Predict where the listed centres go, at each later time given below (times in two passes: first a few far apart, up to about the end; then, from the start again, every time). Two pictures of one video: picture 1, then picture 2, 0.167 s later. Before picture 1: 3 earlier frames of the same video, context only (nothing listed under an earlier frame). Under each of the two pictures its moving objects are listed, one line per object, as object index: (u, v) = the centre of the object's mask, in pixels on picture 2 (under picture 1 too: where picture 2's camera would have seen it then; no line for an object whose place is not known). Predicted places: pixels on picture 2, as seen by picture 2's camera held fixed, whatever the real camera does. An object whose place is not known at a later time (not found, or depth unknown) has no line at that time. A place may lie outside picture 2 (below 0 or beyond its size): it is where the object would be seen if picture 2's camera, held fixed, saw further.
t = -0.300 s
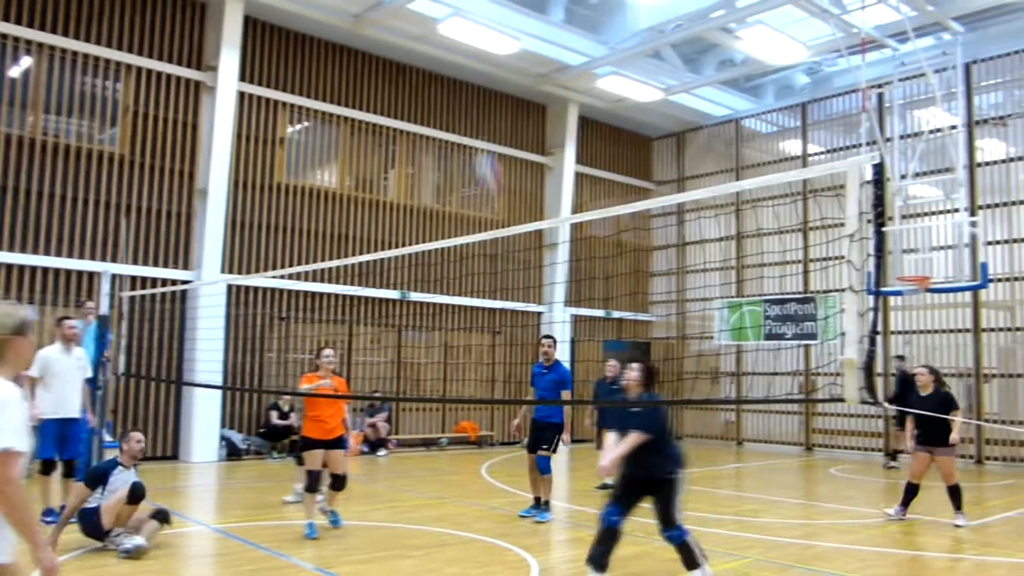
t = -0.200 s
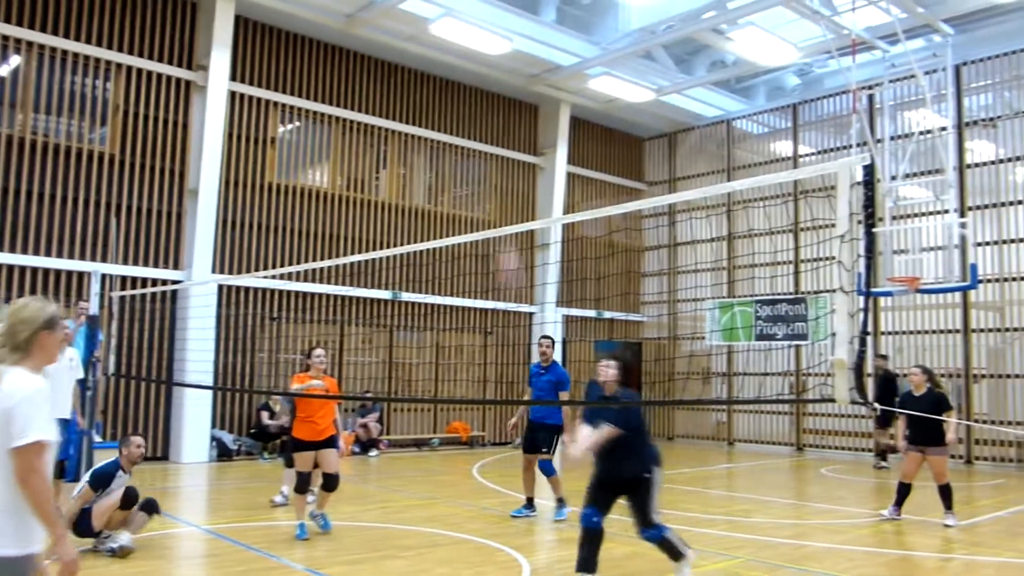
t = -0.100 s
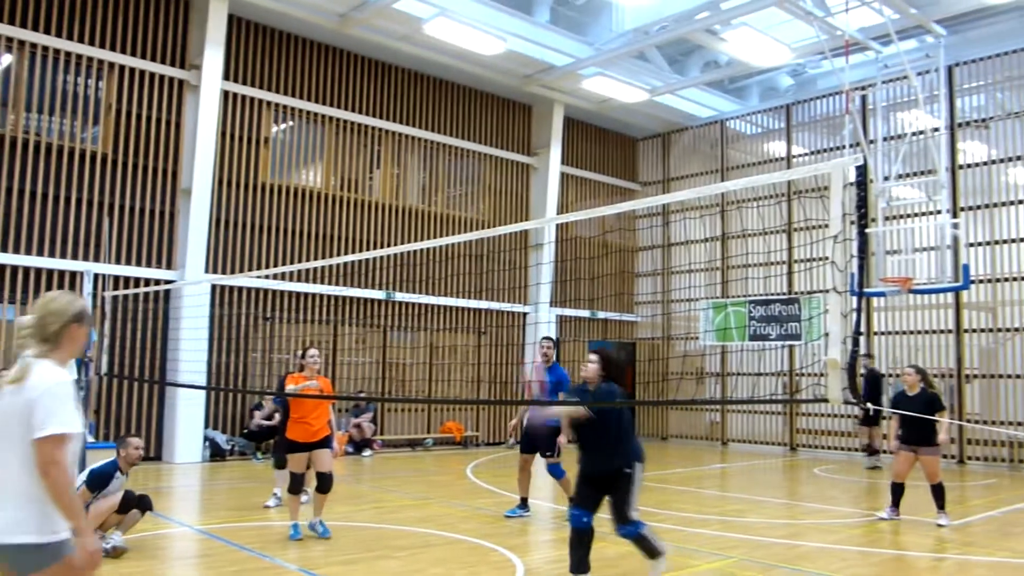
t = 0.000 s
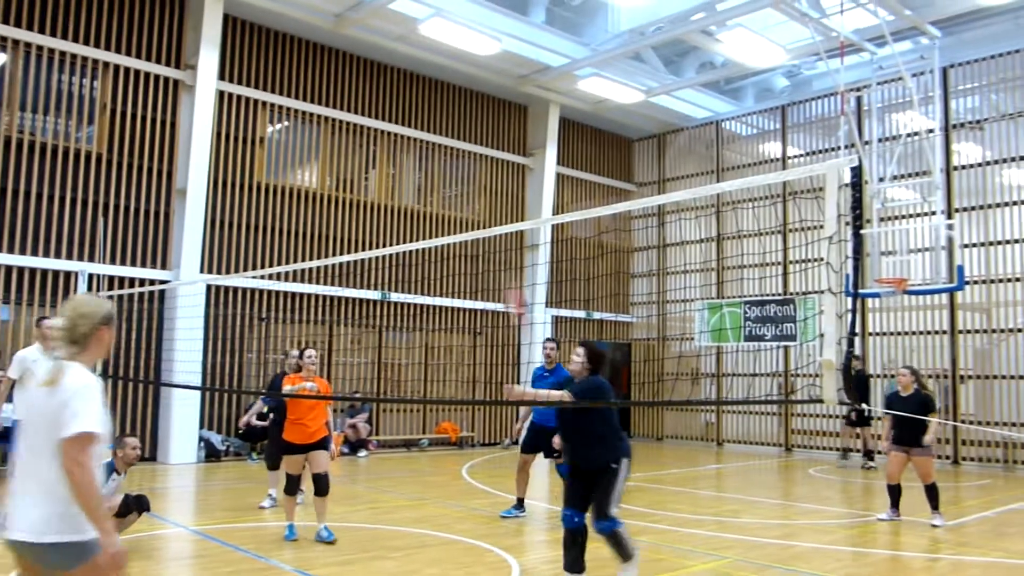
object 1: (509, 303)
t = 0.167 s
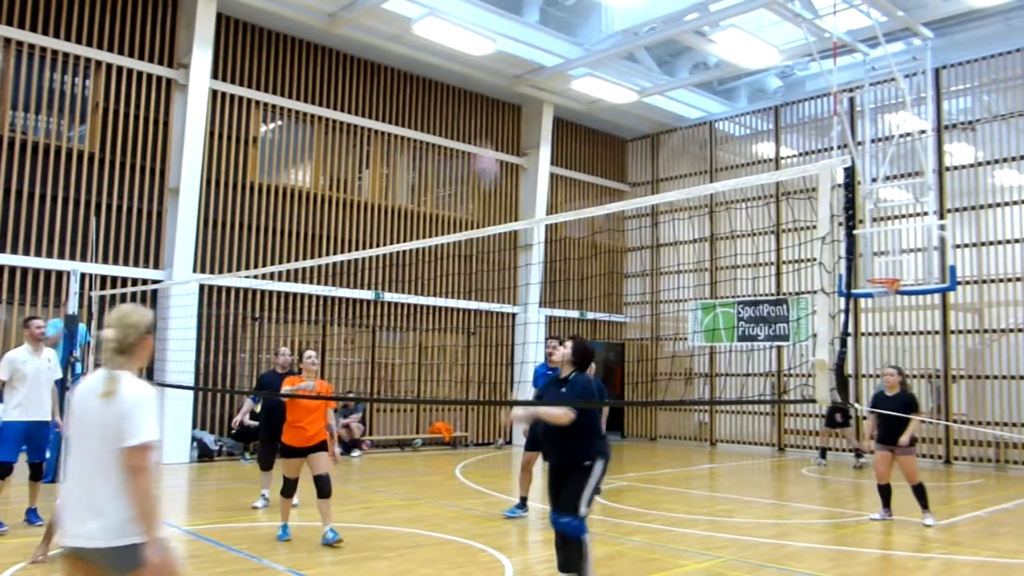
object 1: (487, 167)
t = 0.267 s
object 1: (471, 107)
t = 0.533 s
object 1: (432, 26)
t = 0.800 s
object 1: (395, 33)
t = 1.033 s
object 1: (362, 109)
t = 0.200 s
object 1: (480, 142)
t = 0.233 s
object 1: (475, 125)
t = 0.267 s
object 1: (471, 107)
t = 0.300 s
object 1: (465, 92)
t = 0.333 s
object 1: (460, 78)
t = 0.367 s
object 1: (454, 67)
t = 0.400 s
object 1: (449, 57)
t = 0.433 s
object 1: (445, 48)
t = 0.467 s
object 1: (441, 39)
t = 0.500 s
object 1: (436, 32)
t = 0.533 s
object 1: (432, 26)
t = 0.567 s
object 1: (427, 22)
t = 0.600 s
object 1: (423, 20)
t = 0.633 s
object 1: (418, 19)
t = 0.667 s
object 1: (413, 19)
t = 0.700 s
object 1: (408, 21)
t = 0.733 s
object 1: (403, 25)
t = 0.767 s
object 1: (400, 29)
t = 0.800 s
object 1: (395, 33)
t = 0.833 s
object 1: (389, 40)
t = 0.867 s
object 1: (383, 48)
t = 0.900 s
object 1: (379, 59)
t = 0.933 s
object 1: (375, 68)
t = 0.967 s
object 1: (371, 82)
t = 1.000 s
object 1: (366, 96)
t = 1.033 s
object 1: (362, 109)
